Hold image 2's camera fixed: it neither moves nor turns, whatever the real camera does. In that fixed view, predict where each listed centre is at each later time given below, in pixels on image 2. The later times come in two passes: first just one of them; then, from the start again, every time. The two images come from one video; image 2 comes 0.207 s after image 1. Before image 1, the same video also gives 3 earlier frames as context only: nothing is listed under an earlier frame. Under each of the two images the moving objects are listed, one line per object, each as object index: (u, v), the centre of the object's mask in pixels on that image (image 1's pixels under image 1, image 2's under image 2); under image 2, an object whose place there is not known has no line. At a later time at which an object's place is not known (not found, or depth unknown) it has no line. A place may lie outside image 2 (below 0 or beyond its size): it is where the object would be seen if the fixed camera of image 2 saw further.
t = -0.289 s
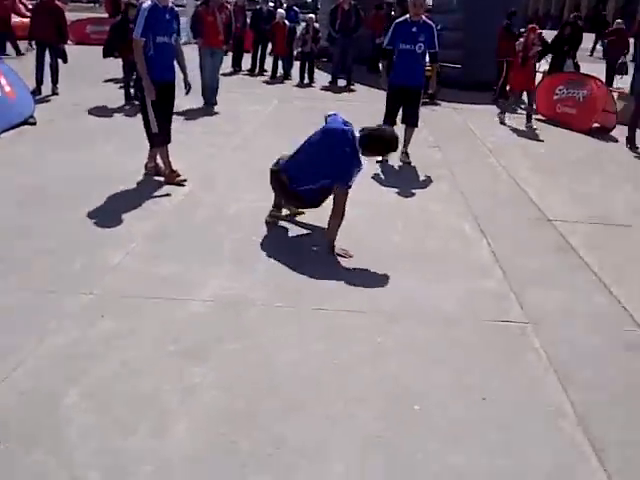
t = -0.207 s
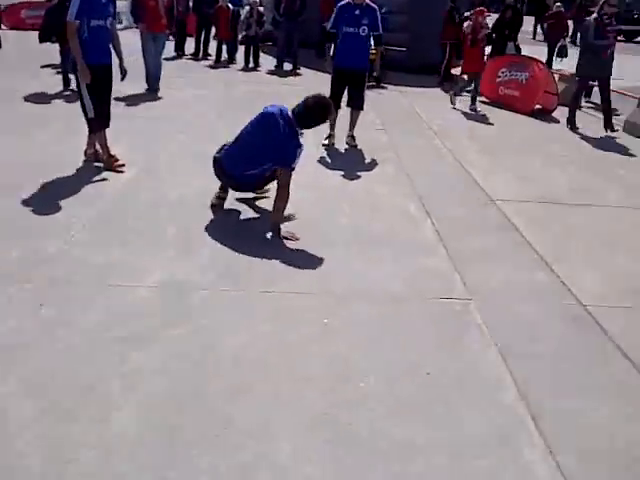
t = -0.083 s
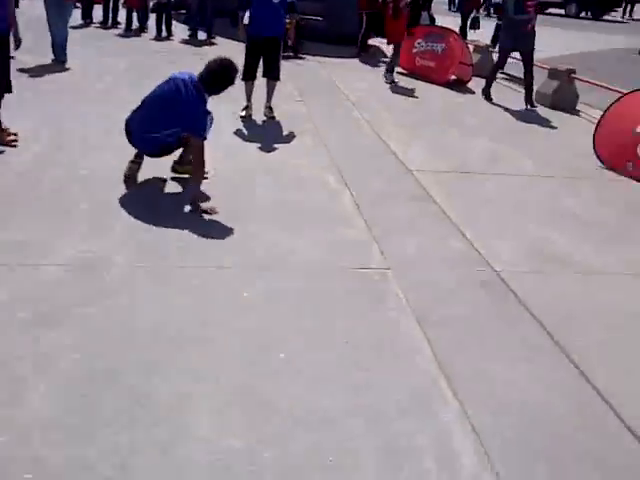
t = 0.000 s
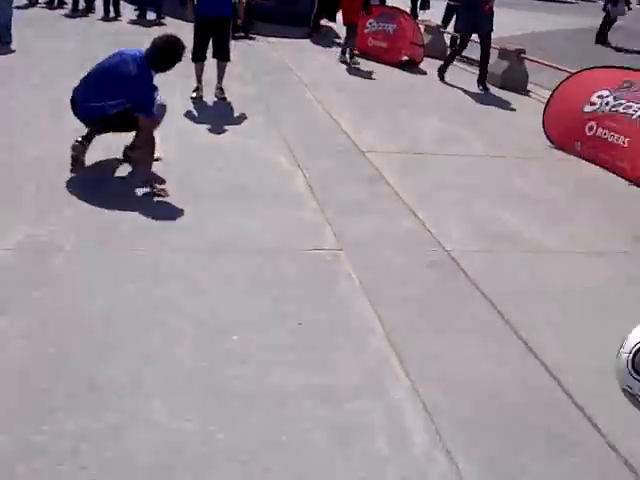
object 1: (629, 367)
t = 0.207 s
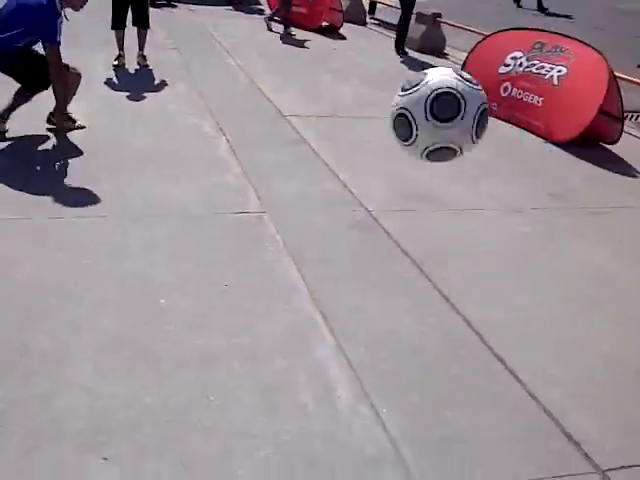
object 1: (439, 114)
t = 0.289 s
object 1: (383, 92)
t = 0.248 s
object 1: (411, 99)
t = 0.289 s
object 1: (383, 92)
